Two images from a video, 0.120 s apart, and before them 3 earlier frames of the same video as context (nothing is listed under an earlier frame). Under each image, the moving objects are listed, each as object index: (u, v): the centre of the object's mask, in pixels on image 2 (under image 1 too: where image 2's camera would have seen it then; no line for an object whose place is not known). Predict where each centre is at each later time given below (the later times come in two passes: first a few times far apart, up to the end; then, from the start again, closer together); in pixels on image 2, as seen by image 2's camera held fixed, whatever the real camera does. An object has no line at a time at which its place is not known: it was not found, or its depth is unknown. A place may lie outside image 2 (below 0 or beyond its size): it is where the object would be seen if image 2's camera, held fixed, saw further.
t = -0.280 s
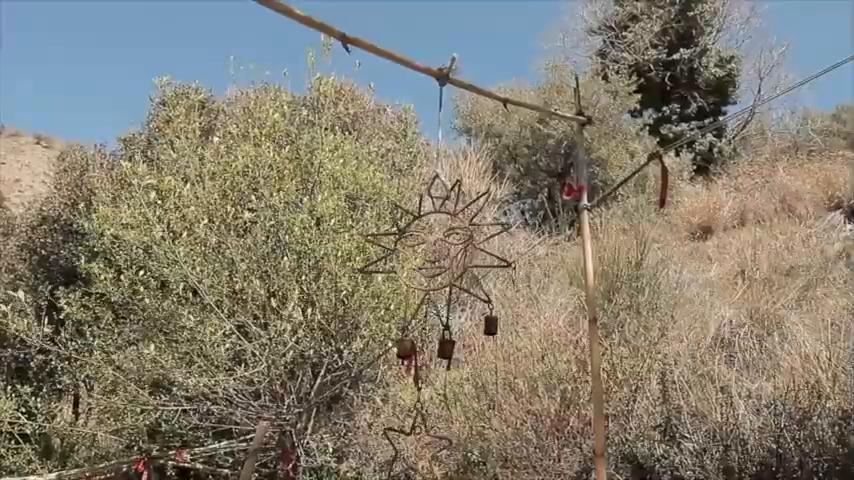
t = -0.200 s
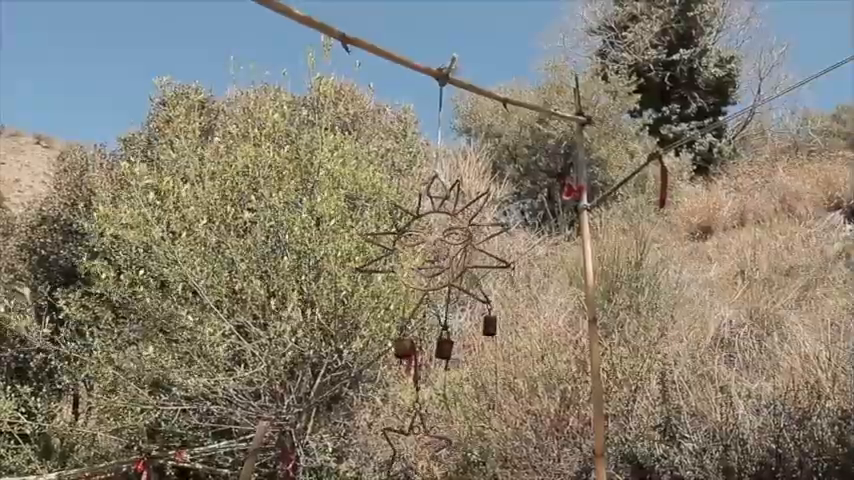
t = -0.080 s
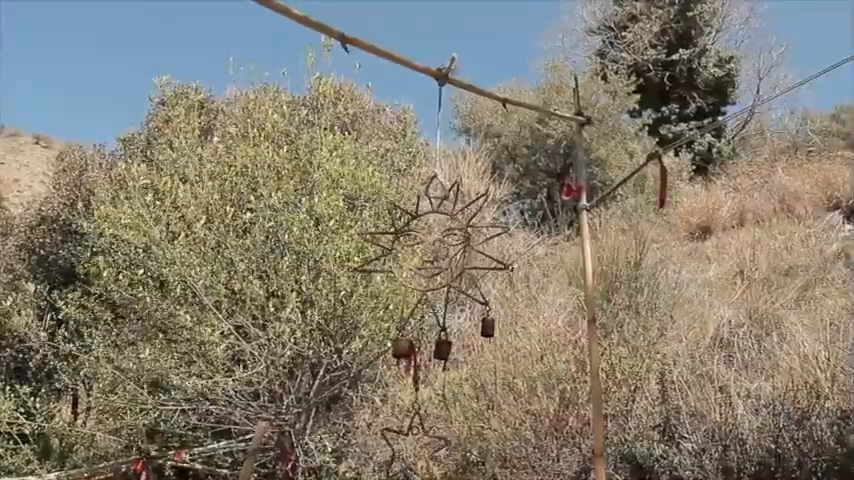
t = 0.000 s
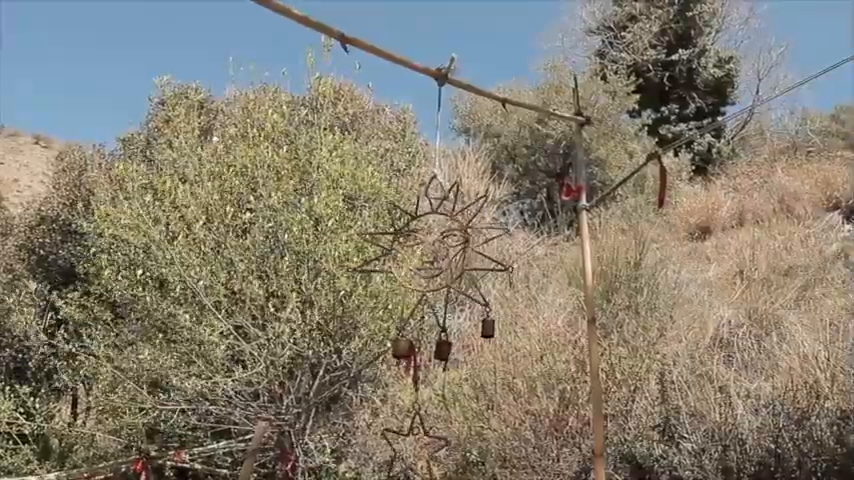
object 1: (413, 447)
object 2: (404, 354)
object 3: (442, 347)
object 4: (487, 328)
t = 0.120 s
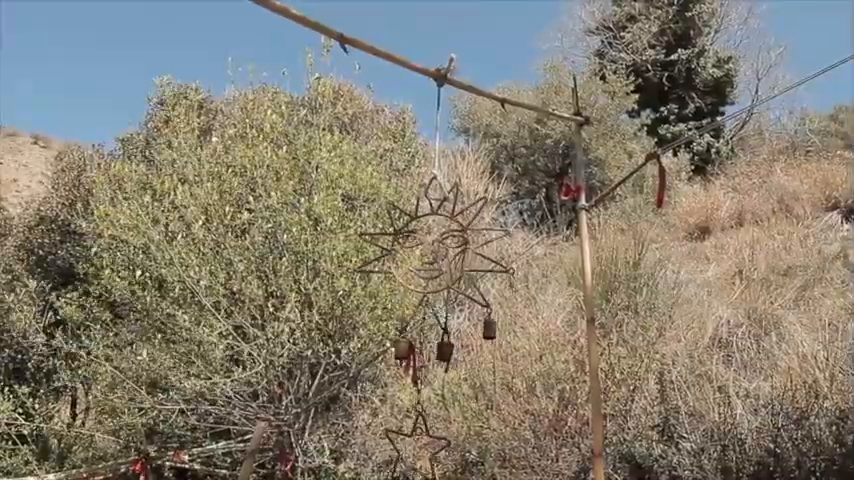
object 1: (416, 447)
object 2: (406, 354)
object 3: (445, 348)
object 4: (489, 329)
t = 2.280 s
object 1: (433, 436)
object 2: (410, 353)
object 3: (457, 348)
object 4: (501, 327)
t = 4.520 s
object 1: (418, 446)
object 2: (409, 354)
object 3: (445, 344)
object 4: (490, 322)
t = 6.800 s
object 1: (427, 449)
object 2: (410, 355)
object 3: (452, 348)
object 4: (496, 328)
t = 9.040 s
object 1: (424, 448)
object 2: (409, 355)
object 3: (452, 345)
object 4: (497, 323)
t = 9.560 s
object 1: (418, 448)
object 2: (407, 355)
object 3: (447, 346)
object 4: (491, 325)
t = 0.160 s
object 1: (418, 447)
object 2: (406, 355)
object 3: (446, 348)
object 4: (490, 329)
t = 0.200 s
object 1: (420, 446)
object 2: (407, 356)
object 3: (447, 349)
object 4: (491, 329)
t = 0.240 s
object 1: (420, 438)
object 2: (407, 355)
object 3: (448, 349)
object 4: (492, 330)
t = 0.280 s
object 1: (423, 447)
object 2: (408, 355)
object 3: (450, 349)
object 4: (493, 331)
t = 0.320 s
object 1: (425, 447)
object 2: (408, 355)
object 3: (451, 350)
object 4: (495, 330)
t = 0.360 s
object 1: (427, 447)
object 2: (409, 355)
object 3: (453, 350)
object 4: (497, 329)
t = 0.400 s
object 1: (429, 447)
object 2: (409, 354)
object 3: (454, 349)
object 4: (497, 329)
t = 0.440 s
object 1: (430, 447)
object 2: (409, 354)
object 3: (454, 349)
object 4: (498, 329)
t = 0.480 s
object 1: (430, 448)
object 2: (410, 354)
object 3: (455, 349)
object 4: (499, 329)
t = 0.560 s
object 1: (428, 439)
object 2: (411, 355)
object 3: (456, 348)
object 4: (499, 328)
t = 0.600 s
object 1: (429, 439)
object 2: (411, 355)
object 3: (456, 348)
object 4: (500, 328)
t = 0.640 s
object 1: (429, 439)
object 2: (411, 355)
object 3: (456, 348)
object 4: (500, 328)
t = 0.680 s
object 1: (428, 439)
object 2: (410, 354)
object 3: (456, 347)
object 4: (500, 327)
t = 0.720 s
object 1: (432, 438)
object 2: (410, 355)
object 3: (456, 347)
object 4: (500, 327)
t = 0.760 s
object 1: (431, 448)
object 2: (409, 355)
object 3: (455, 347)
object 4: (499, 327)
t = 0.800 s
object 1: (427, 439)
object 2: (409, 355)
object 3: (455, 346)
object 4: (499, 327)
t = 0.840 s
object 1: (429, 446)
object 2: (409, 355)
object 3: (454, 346)
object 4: (499, 326)
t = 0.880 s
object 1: (429, 447)
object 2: (409, 355)
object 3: (453, 346)
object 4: (498, 326)
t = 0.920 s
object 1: (428, 447)
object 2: (409, 355)
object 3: (453, 346)
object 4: (497, 325)
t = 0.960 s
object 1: (426, 447)
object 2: (409, 355)
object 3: (452, 346)
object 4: (497, 326)
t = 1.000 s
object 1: (425, 446)
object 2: (408, 355)
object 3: (451, 346)
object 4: (496, 325)
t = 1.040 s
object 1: (423, 447)
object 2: (407, 355)
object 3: (450, 346)
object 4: (495, 325)
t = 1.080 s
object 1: (422, 446)
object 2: (407, 355)
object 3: (450, 346)
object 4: (495, 325)
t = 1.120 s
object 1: (421, 445)
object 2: (407, 355)
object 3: (449, 345)
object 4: (495, 325)
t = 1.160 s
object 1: (420, 445)
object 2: (406, 355)
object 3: (448, 345)
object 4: (494, 325)
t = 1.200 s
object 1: (419, 445)
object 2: (406, 355)
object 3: (447, 345)
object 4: (493, 325)
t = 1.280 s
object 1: (416, 446)
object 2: (406, 354)
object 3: (446, 345)
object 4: (492, 326)
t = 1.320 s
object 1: (415, 447)
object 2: (405, 354)
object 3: (446, 345)
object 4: (491, 325)
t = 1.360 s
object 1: (413, 448)
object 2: (405, 354)
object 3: (446, 345)
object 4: (491, 325)
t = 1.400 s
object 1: (413, 448)
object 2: (405, 354)
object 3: (445, 345)
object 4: (490, 325)
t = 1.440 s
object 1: (413, 447)
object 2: (405, 354)
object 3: (444, 346)
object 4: (490, 325)
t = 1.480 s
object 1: (413, 448)
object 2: (405, 354)
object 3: (444, 346)
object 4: (490, 325)
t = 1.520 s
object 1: (413, 447)
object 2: (405, 353)
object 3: (444, 346)
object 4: (489, 326)
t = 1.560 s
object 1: (413, 447)
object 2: (405, 354)
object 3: (444, 346)
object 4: (489, 326)
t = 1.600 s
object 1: (414, 447)
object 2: (404, 354)
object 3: (444, 346)
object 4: (489, 327)
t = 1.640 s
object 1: (414, 447)
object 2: (404, 353)
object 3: (444, 347)
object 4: (489, 327)
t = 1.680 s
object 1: (415, 448)
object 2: (404, 353)
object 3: (444, 347)
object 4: (489, 327)
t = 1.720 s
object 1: (417, 447)
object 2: (405, 353)
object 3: (444, 348)
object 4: (489, 328)
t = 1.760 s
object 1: (418, 447)
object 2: (405, 353)
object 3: (445, 348)
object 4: (490, 328)
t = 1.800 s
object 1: (420, 447)
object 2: (405, 353)
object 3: (446, 348)
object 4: (490, 329)
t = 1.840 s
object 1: (421, 448)
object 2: (405, 354)
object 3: (447, 349)
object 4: (491, 329)
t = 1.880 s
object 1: (423, 447)
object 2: (406, 354)
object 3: (448, 349)
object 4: (492, 329)
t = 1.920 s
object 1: (424, 447)
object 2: (407, 355)
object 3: (450, 349)
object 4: (493, 330)
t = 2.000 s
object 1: (426, 446)
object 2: (408, 354)
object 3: (452, 349)
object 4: (496, 330)
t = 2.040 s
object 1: (429, 447)
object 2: (409, 354)
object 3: (453, 349)
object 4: (497, 329)
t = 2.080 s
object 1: (429, 448)
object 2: (410, 353)
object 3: (455, 349)
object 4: (498, 329)
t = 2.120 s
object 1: (430, 447)
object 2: (411, 354)
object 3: (456, 349)
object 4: (499, 328)
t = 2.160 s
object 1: (430, 447)
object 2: (410, 355)
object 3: (456, 348)
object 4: (500, 328)
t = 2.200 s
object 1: (429, 439)
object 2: (410, 354)
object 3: (456, 348)
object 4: (500, 327)
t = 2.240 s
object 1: (432, 435)
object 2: (410, 354)
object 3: (457, 348)
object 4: (501, 328)
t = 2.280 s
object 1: (433, 436)
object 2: (410, 353)
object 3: (457, 348)
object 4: (501, 327)
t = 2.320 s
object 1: (433, 436)
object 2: (411, 353)
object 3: (457, 347)
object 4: (501, 327)
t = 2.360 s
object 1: (433, 437)
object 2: (411, 352)
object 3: (456, 348)
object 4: (500, 326)
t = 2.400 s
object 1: (434, 438)
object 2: (411, 353)
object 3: (456, 346)
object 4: (500, 326)
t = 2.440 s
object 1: (431, 438)
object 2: (410, 353)
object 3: (455, 346)
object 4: (500, 326)
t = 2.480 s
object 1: (429, 438)
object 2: (409, 352)
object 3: (454, 346)
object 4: (499, 326)
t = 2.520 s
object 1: (427, 438)
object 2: (408, 352)
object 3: (453, 346)
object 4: (499, 325)
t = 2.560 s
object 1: (428, 448)
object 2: (408, 352)
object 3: (453, 346)
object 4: (498, 325)
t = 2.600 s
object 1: (426, 447)
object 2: (407, 352)
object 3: (452, 345)
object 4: (497, 325)
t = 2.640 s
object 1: (424, 447)
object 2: (407, 351)
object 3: (451, 346)
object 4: (496, 326)
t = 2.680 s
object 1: (423, 446)
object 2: (407, 354)
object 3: (451, 346)
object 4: (495, 326)
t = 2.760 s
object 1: (421, 445)
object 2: (408, 355)
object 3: (449, 346)
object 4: (494, 326)
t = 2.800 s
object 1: (419, 445)
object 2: (408, 355)
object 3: (449, 346)
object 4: (494, 326)
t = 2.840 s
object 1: (418, 445)
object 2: (408, 355)
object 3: (448, 347)
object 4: (494, 327)
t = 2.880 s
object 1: (417, 446)
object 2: (407, 354)
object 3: (448, 347)
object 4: (493, 327)
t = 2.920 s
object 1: (416, 447)
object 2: (407, 354)
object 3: (447, 347)
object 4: (493, 327)
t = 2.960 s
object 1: (415, 447)
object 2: (406, 355)
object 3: (447, 347)
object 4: (492, 328)
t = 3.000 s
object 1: (414, 447)
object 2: (406, 354)
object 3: (447, 347)
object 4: (492, 328)
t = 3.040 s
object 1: (413, 446)
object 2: (406, 355)
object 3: (447, 347)
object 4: (492, 328)
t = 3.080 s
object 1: (413, 446)
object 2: (406, 354)
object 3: (447, 347)
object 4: (492, 328)
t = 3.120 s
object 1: (413, 446)
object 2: (406, 354)
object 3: (447, 347)
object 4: (492, 329)
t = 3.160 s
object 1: (414, 446)
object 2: (405, 352)
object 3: (447, 347)
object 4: (491, 330)
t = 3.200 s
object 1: (414, 447)
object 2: (406, 352)
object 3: (447, 348)
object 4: (492, 329)
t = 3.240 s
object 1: (416, 447)
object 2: (407, 353)
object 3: (447, 348)
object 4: (492, 330)
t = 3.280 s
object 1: (417, 447)
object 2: (407, 352)
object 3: (447, 348)
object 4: (492, 330)
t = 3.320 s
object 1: (418, 447)
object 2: (407, 352)
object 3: (447, 348)
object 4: (492, 330)
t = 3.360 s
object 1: (419, 448)
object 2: (407, 351)
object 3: (447, 348)
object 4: (492, 330)
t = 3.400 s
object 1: (421, 448)
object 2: (407, 352)
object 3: (448, 349)
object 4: (492, 331)
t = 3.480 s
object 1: (423, 448)
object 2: (409, 352)
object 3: (449, 350)
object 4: (494, 331)
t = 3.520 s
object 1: (424, 449)
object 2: (409, 352)
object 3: (451, 350)
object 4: (495, 331)
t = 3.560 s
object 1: (426, 449)
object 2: (410, 353)
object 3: (452, 350)
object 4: (496, 331)
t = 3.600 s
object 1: (428, 450)
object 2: (411, 352)
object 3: (453, 349)
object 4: (496, 330)
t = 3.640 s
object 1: (429, 450)
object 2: (411, 353)
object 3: (454, 349)
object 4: (497, 330)
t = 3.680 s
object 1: (430, 450)
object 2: (411, 352)
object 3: (454, 349)
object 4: (498, 329)
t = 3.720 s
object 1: (431, 450)
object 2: (412, 352)
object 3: (455, 349)
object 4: (498, 329)
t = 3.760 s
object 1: (431, 450)
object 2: (412, 353)
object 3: (456, 348)
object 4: (499, 328)
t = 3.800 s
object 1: (432, 449)
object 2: (413, 353)
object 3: (456, 348)
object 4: (499, 328)
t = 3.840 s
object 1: (432, 449)
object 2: (413, 353)
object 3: (456, 348)
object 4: (500, 327)
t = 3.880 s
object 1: (432, 449)
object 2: (413, 353)
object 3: (456, 347)
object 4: (500, 326)
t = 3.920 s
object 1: (432, 449)
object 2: (413, 354)
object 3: (456, 347)
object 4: (500, 326)
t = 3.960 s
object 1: (432, 449)
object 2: (413, 353)
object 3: (456, 346)
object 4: (500, 325)
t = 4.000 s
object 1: (433, 448)
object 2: (413, 353)
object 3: (456, 346)
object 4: (500, 324)
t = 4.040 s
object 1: (432, 448)
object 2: (413, 354)
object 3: (455, 345)
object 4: (499, 322)
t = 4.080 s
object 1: (431, 448)
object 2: (413, 354)
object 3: (455, 346)
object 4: (498, 322)
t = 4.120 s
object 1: (430, 449)
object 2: (412, 354)
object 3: (454, 344)
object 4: (498, 322)
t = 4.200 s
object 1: (427, 448)
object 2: (411, 354)
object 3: (451, 344)
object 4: (496, 321)
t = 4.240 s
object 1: (426, 447)
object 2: (410, 355)
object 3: (450, 344)
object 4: (495, 321)
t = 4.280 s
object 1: (424, 447)
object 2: (409, 355)
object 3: (449, 343)
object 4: (494, 321)
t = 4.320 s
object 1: (422, 448)
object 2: (409, 354)
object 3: (449, 343)
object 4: (493, 320)
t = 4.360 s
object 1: (421, 448)
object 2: (409, 354)
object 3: (448, 344)
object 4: (492, 320)
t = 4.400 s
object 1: (420, 447)
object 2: (409, 354)
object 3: (447, 343)
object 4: (491, 320)
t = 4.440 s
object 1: (419, 447)
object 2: (410, 354)
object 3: (447, 344)
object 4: (491, 321)
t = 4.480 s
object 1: (418, 446)
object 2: (410, 354)
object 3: (446, 344)
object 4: (490, 322)
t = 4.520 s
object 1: (418, 446)
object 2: (409, 354)
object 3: (445, 344)
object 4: (490, 322)
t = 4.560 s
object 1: (417, 446)
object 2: (409, 354)
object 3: (445, 345)
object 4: (490, 322)
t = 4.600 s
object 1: (417, 446)
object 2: (409, 355)
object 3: (444, 345)
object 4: (489, 323)
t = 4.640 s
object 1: (416, 447)
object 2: (409, 355)
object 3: (444, 345)
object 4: (489, 323)
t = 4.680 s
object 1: (416, 447)
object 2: (409, 354)
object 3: (445, 345)
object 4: (488, 324)
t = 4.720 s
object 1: (416, 447)
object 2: (409, 353)
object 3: (444, 346)
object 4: (488, 324)
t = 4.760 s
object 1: (416, 448)
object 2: (410, 354)
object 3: (445, 346)
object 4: (488, 324)
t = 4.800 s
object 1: (416, 447)
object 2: (410, 355)
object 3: (445, 346)
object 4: (489, 325)
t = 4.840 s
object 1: (417, 447)
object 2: (410, 355)
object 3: (445, 346)
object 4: (489, 325)
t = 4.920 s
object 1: (420, 447)
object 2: (410, 355)
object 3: (445, 347)
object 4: (489, 325)
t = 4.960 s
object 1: (422, 447)
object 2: (410, 356)
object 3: (446, 347)
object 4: (490, 326)
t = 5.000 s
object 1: (423, 447)
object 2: (410, 356)
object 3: (447, 347)
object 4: (490, 326)
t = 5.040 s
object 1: (425, 447)
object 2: (410, 356)
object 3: (447, 348)
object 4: (490, 326)
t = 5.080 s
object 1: (426, 448)
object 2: (411, 356)
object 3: (448, 349)
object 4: (492, 327)
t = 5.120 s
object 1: (426, 448)
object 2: (411, 355)
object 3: (449, 349)
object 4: (492, 327)
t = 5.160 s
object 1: (428, 448)
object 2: (411, 355)
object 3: (450, 349)
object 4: (493, 327)
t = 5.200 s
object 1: (428, 449)
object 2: (411, 355)
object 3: (451, 348)
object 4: (494, 327)
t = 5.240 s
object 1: (429, 449)
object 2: (411, 356)
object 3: (452, 349)
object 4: (496, 327)
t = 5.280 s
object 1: (430, 450)
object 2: (411, 355)
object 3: (453, 349)
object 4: (496, 327)
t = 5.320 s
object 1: (431, 450)
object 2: (411, 355)
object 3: (454, 349)
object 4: (497, 327)
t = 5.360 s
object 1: (430, 450)
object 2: (411, 355)
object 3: (454, 348)
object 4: (497, 327)
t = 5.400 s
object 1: (431, 450)
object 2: (411, 354)
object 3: (455, 348)
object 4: (498, 326)
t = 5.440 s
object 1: (431, 450)
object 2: (411, 355)
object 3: (455, 347)
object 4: (498, 326)
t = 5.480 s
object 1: (431, 450)
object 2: (412, 354)
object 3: (455, 347)
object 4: (499, 326)
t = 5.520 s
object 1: (431, 450)
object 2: (413, 353)
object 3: (456, 347)
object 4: (499, 325)
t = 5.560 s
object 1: (431, 450)
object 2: (415, 354)
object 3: (456, 347)
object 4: (499, 325)
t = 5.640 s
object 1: (431, 448)
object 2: (415, 354)
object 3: (455, 345)
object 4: (499, 324)
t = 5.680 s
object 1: (431, 448)
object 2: (414, 354)
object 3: (454, 345)
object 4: (498, 323)
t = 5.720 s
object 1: (430, 448)
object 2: (412, 354)
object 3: (454, 344)
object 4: (498, 322)
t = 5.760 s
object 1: (428, 448)
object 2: (410, 353)
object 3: (453, 344)
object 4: (498, 322)
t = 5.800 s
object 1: (426, 448)
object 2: (408, 355)
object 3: (452, 344)
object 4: (497, 322)
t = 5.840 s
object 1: (425, 447)
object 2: (407, 355)
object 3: (451, 344)
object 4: (496, 322)
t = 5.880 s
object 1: (424, 448)
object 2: (408, 354)
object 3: (450, 344)
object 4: (495, 322)
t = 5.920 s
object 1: (422, 447)
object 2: (409, 354)
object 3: (449, 343)
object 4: (495, 322)
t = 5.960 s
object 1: (421, 446)
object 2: (409, 355)
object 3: (448, 343)
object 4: (494, 322)
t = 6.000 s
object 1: (419, 447)
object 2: (409, 355)
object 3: (448, 343)
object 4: (494, 322)
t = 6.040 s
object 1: (418, 446)
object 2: (408, 355)
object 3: (448, 343)
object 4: (493, 322)
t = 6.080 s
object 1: (417, 446)
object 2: (408, 355)
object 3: (447, 344)
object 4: (492, 323)
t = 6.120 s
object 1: (417, 446)
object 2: (408, 355)
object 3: (447, 344)
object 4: (492, 323)
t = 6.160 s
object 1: (416, 447)
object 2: (407, 355)
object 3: (446, 344)
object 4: (491, 324)
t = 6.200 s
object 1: (416, 447)
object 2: (407, 355)
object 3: (446, 345)
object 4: (491, 324)
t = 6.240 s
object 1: (416, 447)
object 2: (407, 355)
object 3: (446, 345)
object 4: (491, 325)
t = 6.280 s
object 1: (416, 447)
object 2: (407, 355)
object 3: (446, 346)
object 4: (491, 325)
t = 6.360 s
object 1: (416, 447)
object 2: (407, 355)
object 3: (446, 347)
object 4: (491, 327)
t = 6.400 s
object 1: (416, 448)
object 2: (408, 356)
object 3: (447, 347)
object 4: (491, 328)
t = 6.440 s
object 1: (416, 448)
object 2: (408, 355)
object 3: (447, 347)
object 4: (491, 328)
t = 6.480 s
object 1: (418, 448)
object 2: (408, 355)
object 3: (447, 347)
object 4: (492, 328)
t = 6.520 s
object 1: (419, 447)
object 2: (408, 355)
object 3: (447, 347)
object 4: (492, 328)
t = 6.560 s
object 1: (420, 448)
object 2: (408, 355)
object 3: (447, 348)
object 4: (492, 328)
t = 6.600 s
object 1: (422, 447)
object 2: (409, 355)
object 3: (448, 348)
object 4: (492, 329)
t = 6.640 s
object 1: (423, 447)
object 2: (409, 355)
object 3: (449, 348)
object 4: (493, 329)
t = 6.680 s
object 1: (424, 449)
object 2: (409, 356)
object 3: (449, 348)
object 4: (494, 329)
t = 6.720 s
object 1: (425, 449)
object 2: (409, 355)
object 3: (450, 348)
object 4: (494, 329)
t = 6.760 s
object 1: (426, 449)
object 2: (410, 355)
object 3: (451, 348)
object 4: (495, 329)
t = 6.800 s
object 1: (427, 449)
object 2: (410, 355)
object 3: (452, 348)
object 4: (496, 328)
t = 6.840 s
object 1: (428, 450)
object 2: (410, 355)
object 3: (453, 348)
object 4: (496, 328)
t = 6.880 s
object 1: (429, 450)
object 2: (411, 356)
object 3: (453, 348)
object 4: (497, 328)
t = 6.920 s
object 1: (430, 450)
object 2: (411, 355)
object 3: (454, 348)
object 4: (497, 328)
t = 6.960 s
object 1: (430, 450)
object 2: (411, 354)
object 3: (454, 348)
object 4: (498, 327)
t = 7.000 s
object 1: (431, 450)
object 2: (411, 355)
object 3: (455, 348)
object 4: (499, 327)
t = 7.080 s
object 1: (432, 450)
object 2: (411, 355)
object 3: (455, 347)
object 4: (500, 326)
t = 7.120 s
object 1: (432, 450)
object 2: (411, 355)
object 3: (455, 348)
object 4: (499, 326)
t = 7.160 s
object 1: (432, 449)
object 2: (411, 355)
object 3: (455, 348)
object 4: (500, 325)
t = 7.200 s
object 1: (431, 449)
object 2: (412, 355)
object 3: (455, 347)
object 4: (499, 325)
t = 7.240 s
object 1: (430, 449)
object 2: (411, 355)
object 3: (455, 347)
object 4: (499, 324)
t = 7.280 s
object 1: (429, 449)
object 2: (411, 354)
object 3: (454, 346)
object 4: (499, 324)
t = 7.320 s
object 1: (428, 449)
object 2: (410, 355)
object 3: (454, 345)
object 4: (499, 323)
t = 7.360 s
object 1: (427, 449)
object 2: (410, 355)
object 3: (453, 345)
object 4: (498, 323)
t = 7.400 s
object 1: (426, 448)
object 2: (409, 356)
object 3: (452, 345)
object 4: (497, 322)
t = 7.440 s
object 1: (424, 449)
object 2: (409, 356)
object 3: (451, 344)
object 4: (496, 322)
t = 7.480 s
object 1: (422, 448)
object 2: (408, 356)
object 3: (450, 344)
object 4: (495, 322)
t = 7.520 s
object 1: (422, 447)
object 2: (408, 356)
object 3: (449, 343)
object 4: (494, 322)
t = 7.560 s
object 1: (420, 447)
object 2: (408, 355)
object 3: (448, 343)
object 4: (493, 322)
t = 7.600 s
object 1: (419, 446)
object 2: (407, 355)
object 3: (447, 343)
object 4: (493, 321)
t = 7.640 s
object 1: (418, 446)
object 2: (407, 355)
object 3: (447, 343)
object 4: (493, 322)
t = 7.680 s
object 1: (417, 446)
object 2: (407, 354)
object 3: (446, 343)
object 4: (492, 322)
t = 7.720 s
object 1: (416, 446)
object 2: (406, 355)
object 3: (445, 344)
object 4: (491, 322)
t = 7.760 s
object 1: (416, 447)
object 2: (406, 354)
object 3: (445, 344)
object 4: (491, 323)
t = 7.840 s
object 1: (415, 447)
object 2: (405, 354)
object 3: (445, 344)
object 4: (490, 323)
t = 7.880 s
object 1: (415, 447)
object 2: (405, 354)
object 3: (445, 344)
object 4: (490, 324)
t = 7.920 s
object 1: (415, 447)
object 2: (406, 355)
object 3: (445, 345)
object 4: (490, 325)
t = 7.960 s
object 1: (415, 447)
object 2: (406, 356)
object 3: (445, 346)
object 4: (490, 325)
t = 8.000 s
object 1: (416, 446)
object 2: (406, 356)
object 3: (445, 346)
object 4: (490, 326)
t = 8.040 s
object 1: (416, 448)
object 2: (406, 355)
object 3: (446, 347)
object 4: (491, 327)
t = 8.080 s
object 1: (417, 447)
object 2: (406, 355)
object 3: (447, 347)
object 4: (491, 327)
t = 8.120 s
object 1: (418, 448)
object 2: (407, 356)
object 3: (447, 347)
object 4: (492, 327)
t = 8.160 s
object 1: (419, 448)
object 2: (407, 356)
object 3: (448, 348)
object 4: (492, 327)
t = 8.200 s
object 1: (420, 448)
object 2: (407, 356)
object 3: (448, 348)
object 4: (493, 328)
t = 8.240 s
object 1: (421, 448)
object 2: (407, 356)
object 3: (449, 348)
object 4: (493, 328)
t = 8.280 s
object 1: (423, 448)
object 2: (408, 356)
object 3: (450, 348)
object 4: (494, 328)
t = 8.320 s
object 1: (424, 449)
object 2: (408, 356)
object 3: (451, 348)
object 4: (495, 329)
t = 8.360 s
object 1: (426, 448)
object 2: (408, 355)
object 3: (451, 348)
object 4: (496, 329)
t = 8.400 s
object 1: (427, 448)
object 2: (408, 355)
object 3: (452, 348)
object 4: (496, 328)
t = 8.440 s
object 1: (428, 449)
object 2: (409, 355)
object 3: (452, 348)
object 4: (497, 328)
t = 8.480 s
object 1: (428, 449)
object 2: (409, 356)
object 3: (453, 348)
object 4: (497, 328)
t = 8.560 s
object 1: (429, 450)
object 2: (410, 355)
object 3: (454, 348)
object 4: (498, 327)
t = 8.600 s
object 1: (430, 450)
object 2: (410, 355)
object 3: (454, 348)
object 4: (498, 327)
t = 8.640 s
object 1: (430, 450)
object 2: (410, 354)
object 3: (454, 347)
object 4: (498, 326)
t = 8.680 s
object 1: (430, 450)
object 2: (410, 355)
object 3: (454, 347)
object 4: (499, 326)
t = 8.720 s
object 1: (431, 449)
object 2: (410, 355)
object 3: (454, 347)
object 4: (499, 325)
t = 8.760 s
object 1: (431, 449)
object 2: (410, 355)
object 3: (454, 346)
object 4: (499, 325)
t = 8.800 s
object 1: (430, 449)
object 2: (410, 355)
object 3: (454, 346)
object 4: (499, 325)
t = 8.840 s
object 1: (430, 449)
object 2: (410, 356)
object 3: (454, 346)
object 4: (499, 325)
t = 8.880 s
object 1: (429, 449)
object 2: (410, 355)
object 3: (454, 346)
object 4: (499, 324)
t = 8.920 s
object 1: (428, 448)
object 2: (410, 355)
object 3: (454, 345)
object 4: (498, 323)
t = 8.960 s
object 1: (426, 448)
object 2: (410, 355)
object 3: (453, 345)
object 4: (498, 323)
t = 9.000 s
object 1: (425, 448)
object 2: (409, 355)
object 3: (453, 345)
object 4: (497, 323)
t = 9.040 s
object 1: (424, 448)
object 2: (409, 355)
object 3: (452, 345)
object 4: (497, 323)
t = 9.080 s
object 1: (423, 447)
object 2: (409, 355)
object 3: (451, 345)
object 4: (496, 323)
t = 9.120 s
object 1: (422, 448)
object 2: (409, 355)
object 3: (450, 344)
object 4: (496, 323)
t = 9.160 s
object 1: (421, 447)
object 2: (408, 355)
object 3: (449, 344)
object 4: (495, 323)
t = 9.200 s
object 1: (420, 447)
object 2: (408, 355)
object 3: (449, 344)
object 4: (494, 323)
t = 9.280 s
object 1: (418, 447)
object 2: (407, 354)
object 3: (448, 344)
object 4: (492, 323)
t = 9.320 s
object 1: (417, 448)
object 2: (407, 355)
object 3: (447, 344)
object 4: (492, 323)
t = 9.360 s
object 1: (417, 447)
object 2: (407, 354)
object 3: (447, 344)
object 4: (492, 323)
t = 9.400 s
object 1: (417, 447)
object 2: (407, 354)
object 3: (447, 344)
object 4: (492, 323)
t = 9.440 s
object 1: (417, 447)
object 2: (407, 355)
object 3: (447, 345)
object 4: (492, 324)
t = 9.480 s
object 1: (417, 447)
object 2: (407, 355)
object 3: (446, 345)
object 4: (492, 325)
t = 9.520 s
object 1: (417, 447)
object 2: (407, 355)
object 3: (447, 345)
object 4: (492, 325)
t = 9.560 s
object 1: (418, 448)
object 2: (407, 355)
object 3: (447, 346)
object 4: (491, 325)
